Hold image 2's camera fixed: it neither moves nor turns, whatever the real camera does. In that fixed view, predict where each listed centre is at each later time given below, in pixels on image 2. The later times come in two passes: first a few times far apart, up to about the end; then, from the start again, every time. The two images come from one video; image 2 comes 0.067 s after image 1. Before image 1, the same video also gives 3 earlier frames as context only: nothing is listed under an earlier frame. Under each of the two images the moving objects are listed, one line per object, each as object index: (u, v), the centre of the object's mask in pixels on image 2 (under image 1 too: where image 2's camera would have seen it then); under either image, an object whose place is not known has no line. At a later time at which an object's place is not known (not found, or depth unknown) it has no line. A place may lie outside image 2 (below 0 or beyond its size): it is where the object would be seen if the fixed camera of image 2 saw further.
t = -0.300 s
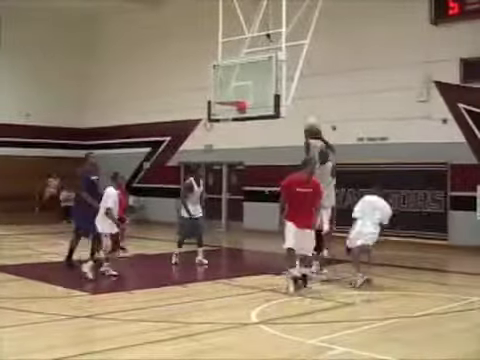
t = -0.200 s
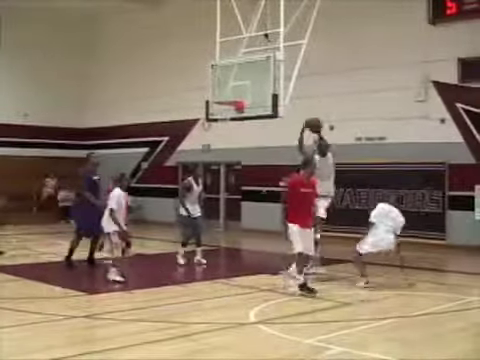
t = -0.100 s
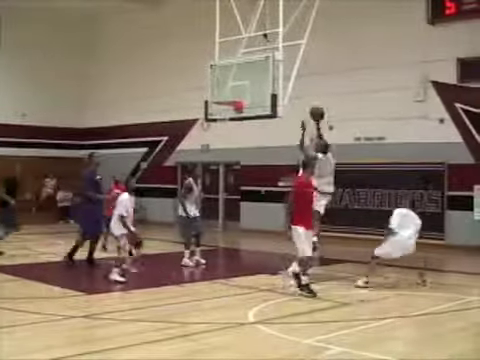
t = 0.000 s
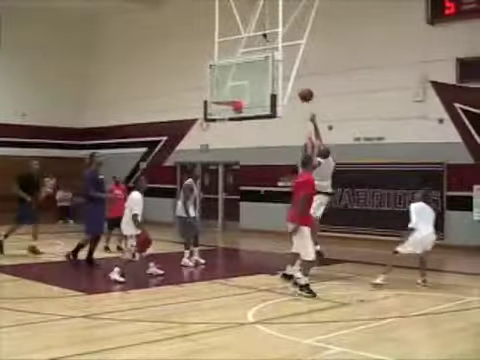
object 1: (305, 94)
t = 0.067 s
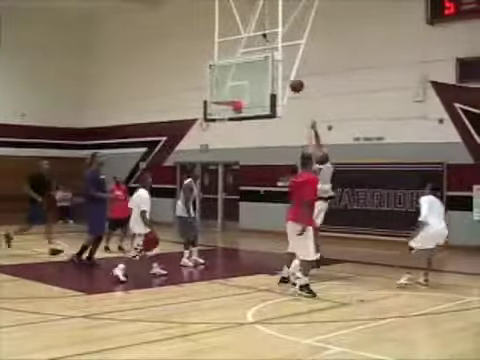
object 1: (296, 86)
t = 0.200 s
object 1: (279, 74)
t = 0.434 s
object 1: (251, 80)
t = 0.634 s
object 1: (228, 97)
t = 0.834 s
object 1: (214, 112)
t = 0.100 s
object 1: (291, 82)
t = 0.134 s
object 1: (287, 78)
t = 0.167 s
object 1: (283, 76)
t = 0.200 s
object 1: (279, 74)
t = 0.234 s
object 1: (274, 73)
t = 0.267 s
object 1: (270, 73)
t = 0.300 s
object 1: (266, 73)
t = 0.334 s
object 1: (262, 74)
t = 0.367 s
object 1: (259, 76)
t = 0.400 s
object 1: (255, 77)
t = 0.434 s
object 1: (251, 80)
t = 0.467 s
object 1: (248, 83)
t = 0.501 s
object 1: (245, 86)
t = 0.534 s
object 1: (241, 88)
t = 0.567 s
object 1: (236, 91)
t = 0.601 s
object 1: (232, 94)
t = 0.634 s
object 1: (228, 97)
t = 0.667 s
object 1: (225, 100)
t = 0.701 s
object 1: (220, 103)
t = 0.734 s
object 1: (217, 107)
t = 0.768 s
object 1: (214, 109)
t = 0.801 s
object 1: (214, 111)
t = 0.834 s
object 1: (214, 112)
